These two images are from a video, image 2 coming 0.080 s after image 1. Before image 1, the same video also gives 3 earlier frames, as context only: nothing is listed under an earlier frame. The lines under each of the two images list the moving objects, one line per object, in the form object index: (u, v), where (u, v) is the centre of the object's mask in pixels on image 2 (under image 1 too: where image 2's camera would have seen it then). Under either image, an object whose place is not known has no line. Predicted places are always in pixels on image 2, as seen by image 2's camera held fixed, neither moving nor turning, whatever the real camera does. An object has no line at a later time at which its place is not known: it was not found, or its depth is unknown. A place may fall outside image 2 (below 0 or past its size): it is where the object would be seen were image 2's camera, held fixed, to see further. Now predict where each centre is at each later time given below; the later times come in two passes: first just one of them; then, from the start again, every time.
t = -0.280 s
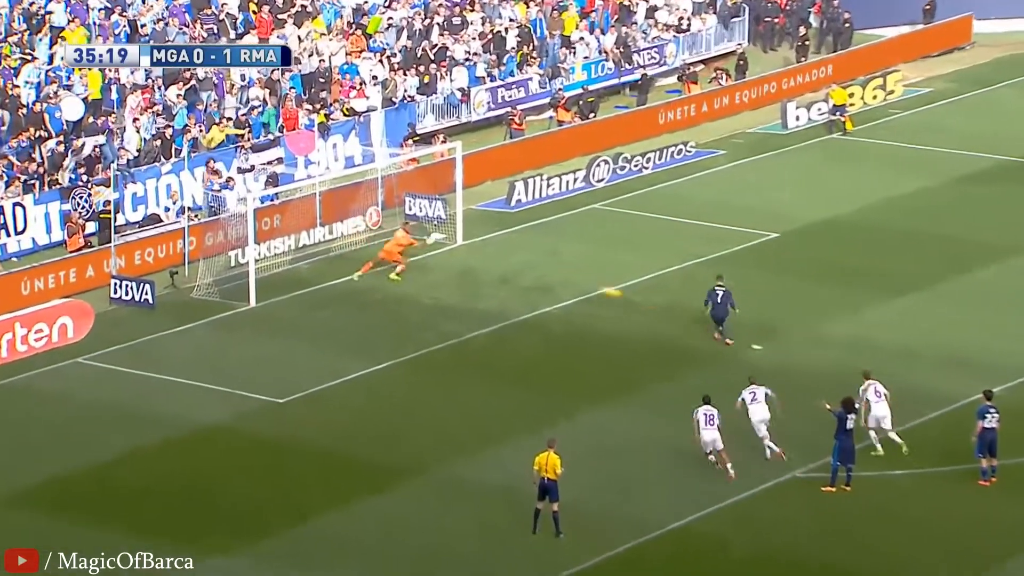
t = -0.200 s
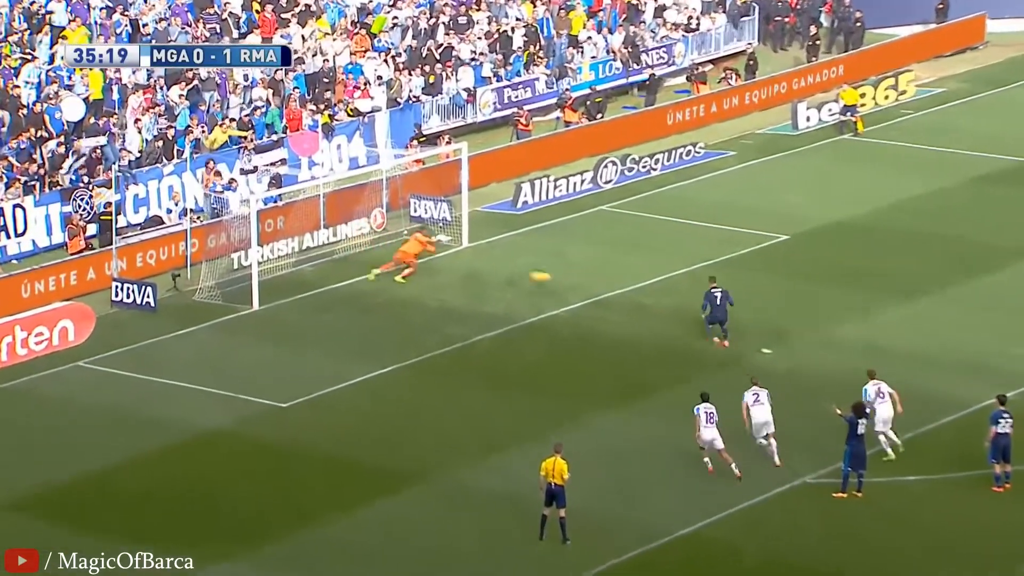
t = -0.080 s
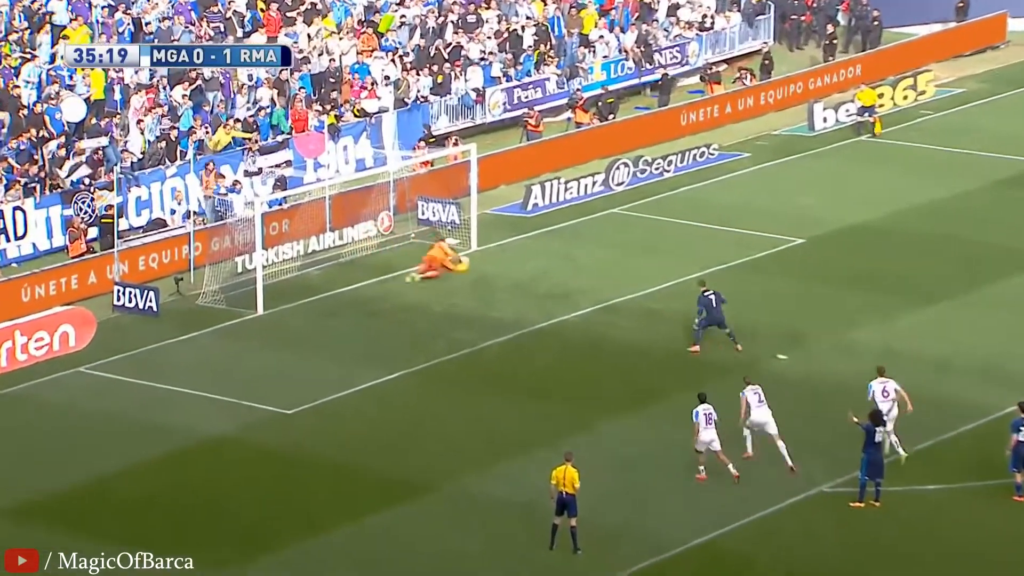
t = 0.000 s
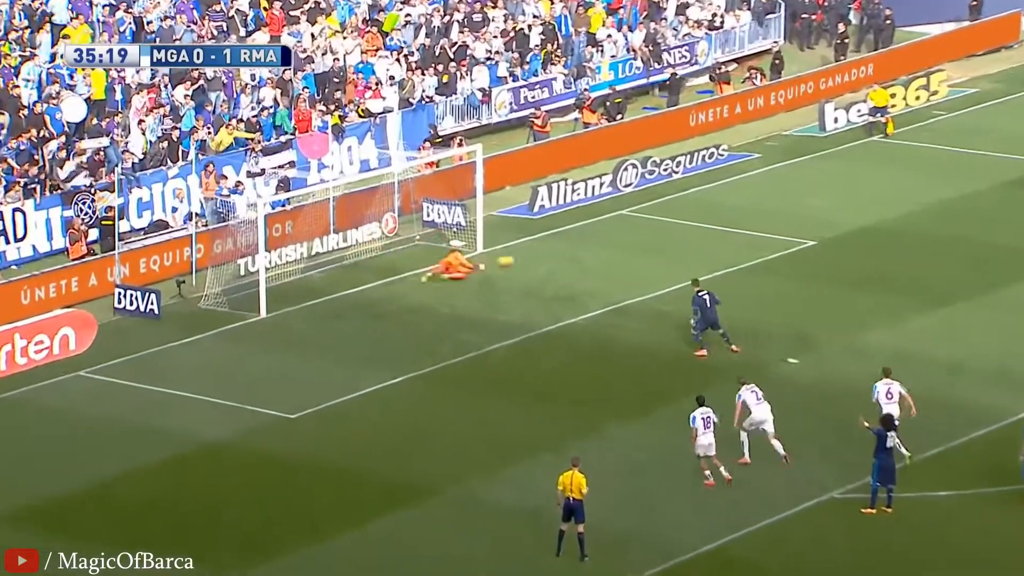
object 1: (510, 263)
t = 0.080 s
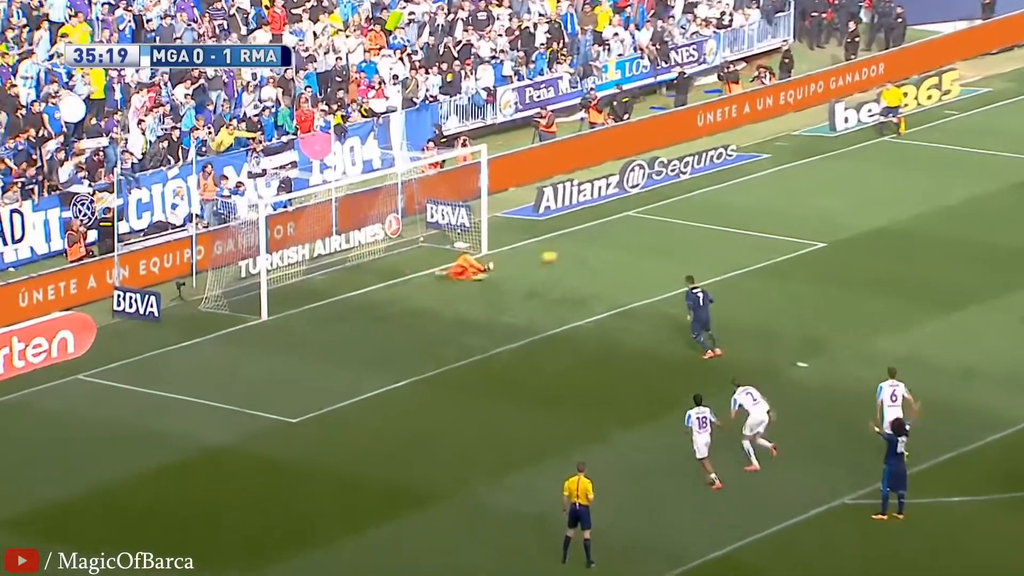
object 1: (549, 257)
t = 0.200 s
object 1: (606, 252)
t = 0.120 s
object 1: (569, 254)
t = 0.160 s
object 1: (588, 254)
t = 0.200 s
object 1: (606, 252)
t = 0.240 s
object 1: (624, 252)
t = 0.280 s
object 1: (643, 252)
